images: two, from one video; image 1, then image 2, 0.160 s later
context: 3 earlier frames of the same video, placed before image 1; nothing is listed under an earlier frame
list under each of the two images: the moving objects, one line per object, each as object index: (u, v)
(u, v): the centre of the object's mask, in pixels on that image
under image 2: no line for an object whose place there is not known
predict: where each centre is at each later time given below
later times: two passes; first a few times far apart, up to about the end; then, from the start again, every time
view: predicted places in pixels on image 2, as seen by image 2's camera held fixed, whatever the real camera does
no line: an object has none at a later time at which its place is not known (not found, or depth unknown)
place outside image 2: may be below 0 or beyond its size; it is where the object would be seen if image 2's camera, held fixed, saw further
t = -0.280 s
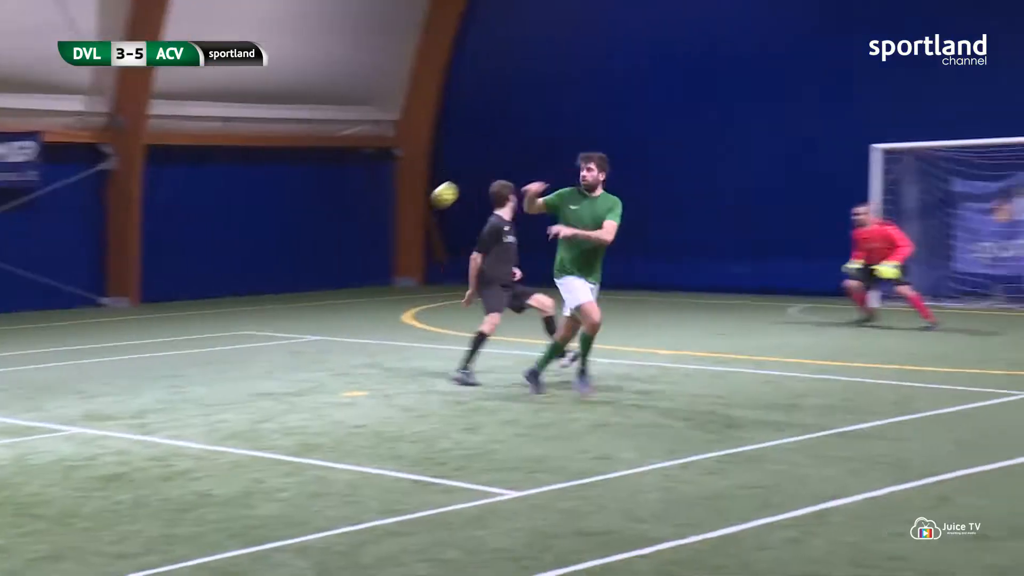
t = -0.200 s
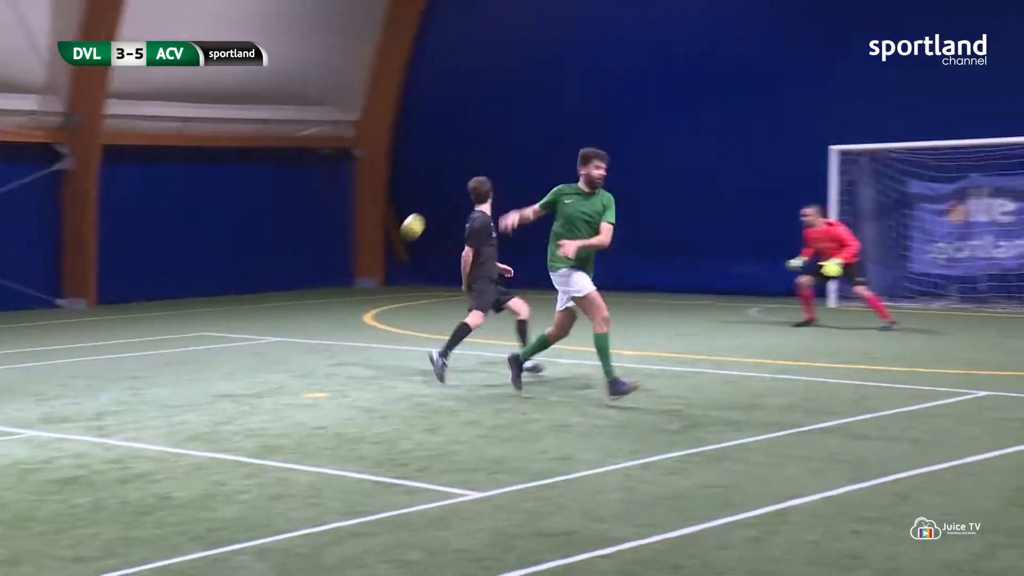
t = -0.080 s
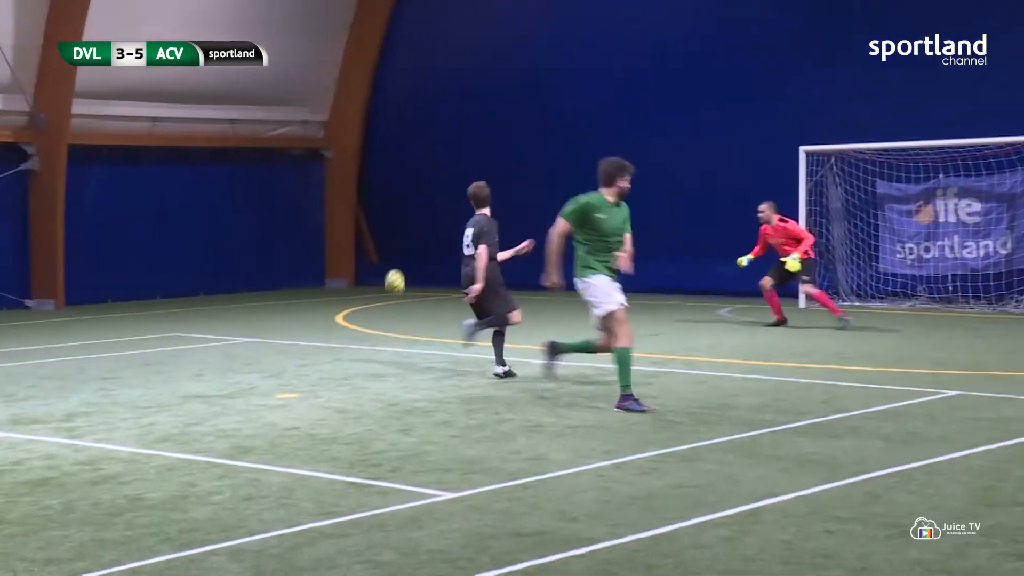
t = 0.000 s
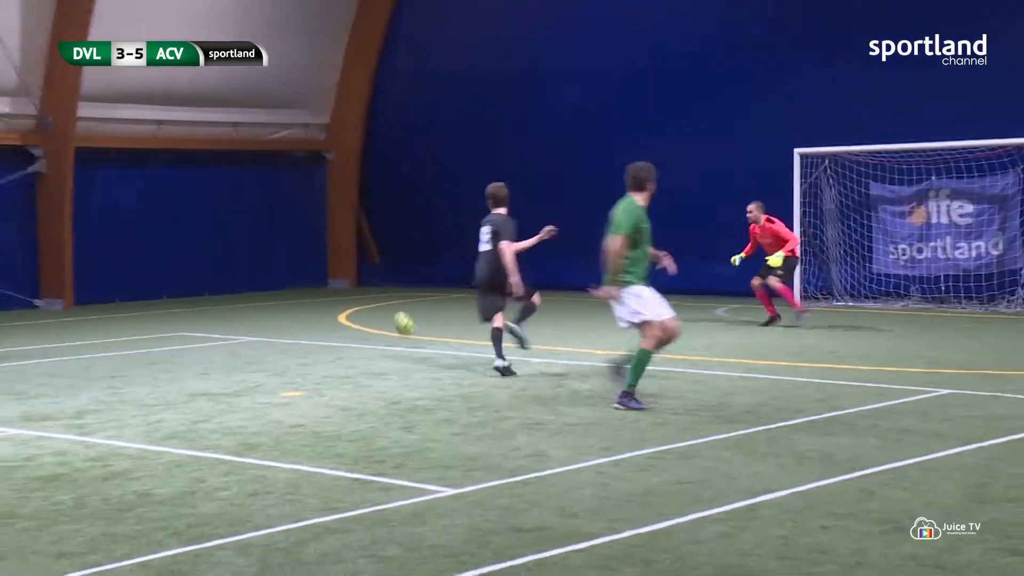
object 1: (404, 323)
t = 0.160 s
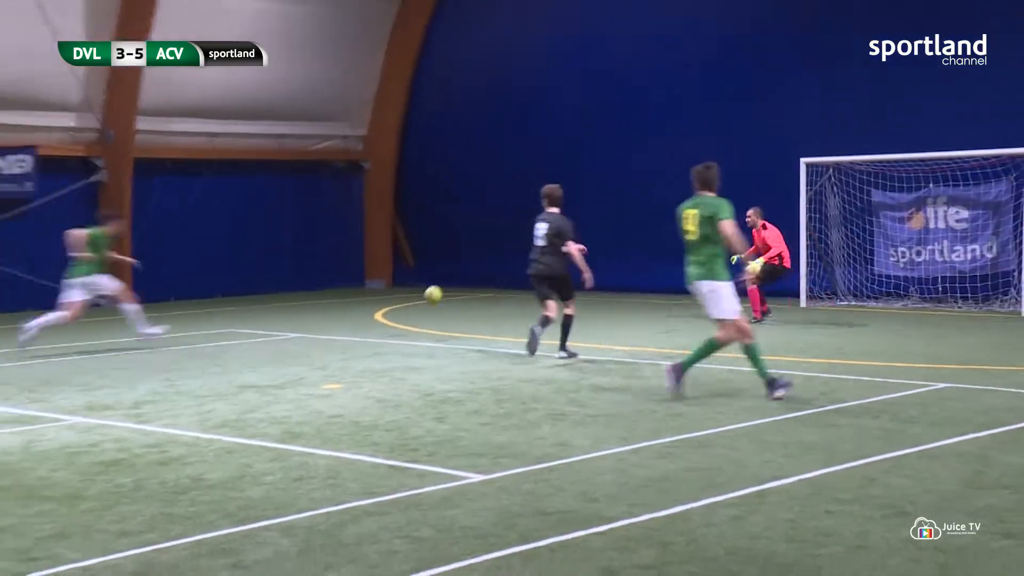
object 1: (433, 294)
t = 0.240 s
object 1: (431, 281)
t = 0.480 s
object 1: (428, 268)
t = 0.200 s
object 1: (431, 287)
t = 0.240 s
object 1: (431, 281)
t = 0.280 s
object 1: (433, 275)
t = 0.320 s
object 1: (434, 271)
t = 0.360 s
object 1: (433, 268)
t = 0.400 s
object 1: (432, 267)
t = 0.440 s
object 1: (430, 267)
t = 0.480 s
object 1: (428, 268)
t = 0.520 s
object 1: (426, 271)
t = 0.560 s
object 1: (422, 274)
